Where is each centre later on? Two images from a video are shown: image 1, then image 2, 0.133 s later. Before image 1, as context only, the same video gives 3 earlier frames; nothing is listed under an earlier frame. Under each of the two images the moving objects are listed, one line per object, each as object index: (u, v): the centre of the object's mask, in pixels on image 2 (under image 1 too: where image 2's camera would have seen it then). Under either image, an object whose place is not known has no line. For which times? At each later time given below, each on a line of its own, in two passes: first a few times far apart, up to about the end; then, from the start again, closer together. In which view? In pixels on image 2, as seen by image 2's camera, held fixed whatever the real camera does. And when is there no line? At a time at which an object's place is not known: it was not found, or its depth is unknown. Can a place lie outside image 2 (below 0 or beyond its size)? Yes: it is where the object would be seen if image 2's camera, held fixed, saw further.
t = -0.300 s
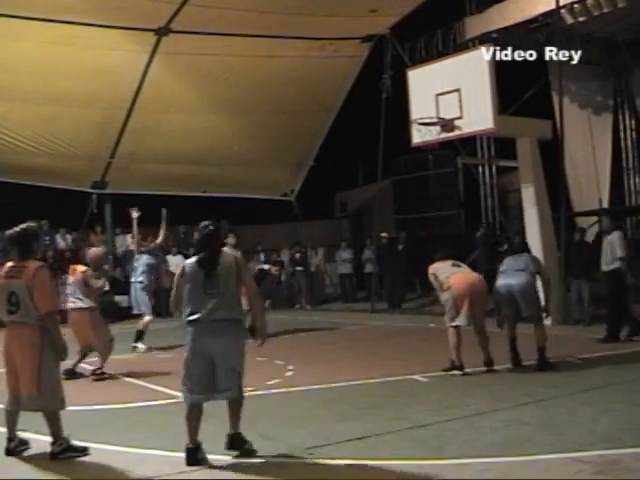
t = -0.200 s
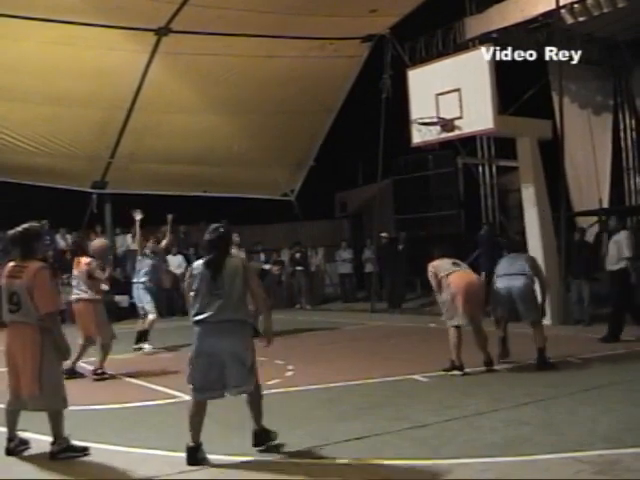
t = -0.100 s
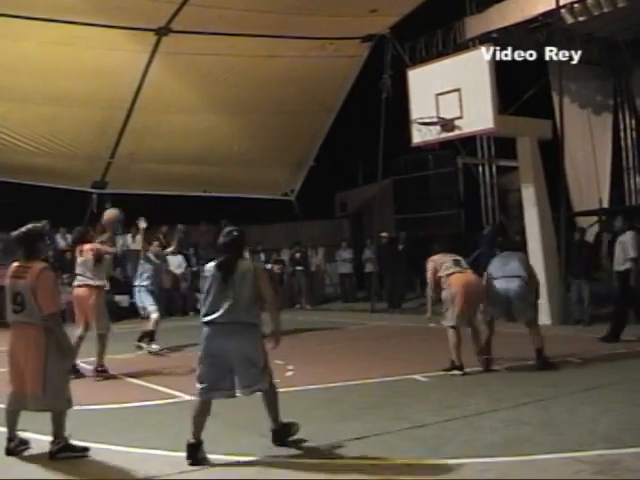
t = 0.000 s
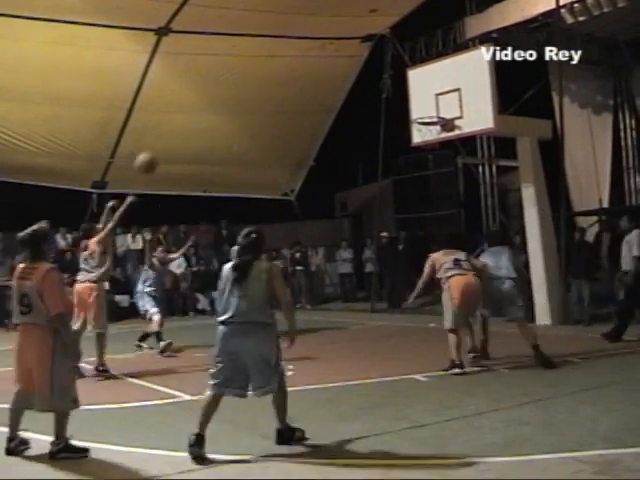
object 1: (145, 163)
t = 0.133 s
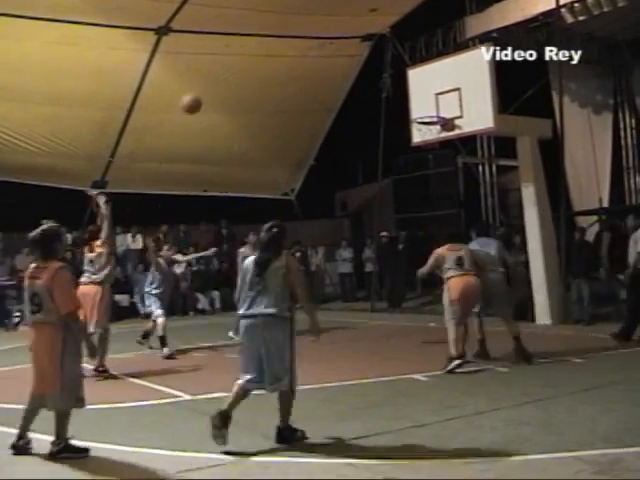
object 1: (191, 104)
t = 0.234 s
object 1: (222, 73)
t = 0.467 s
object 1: (289, 37)
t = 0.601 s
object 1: (325, 36)
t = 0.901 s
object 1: (396, 79)
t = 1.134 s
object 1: (441, 136)
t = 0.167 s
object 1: (202, 92)
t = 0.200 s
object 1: (212, 82)
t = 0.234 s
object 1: (222, 73)
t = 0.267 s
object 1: (232, 64)
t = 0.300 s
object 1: (242, 58)
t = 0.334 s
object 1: (252, 52)
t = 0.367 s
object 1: (262, 46)
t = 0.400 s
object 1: (271, 42)
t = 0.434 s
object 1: (280, 39)
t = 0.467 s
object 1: (289, 37)
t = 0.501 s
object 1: (298, 35)
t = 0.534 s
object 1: (307, 35)
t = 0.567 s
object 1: (316, 35)
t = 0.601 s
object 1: (325, 36)
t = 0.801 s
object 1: (374, 57)
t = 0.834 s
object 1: (383, 64)
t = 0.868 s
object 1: (390, 72)
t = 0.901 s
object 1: (396, 79)
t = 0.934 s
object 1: (405, 88)
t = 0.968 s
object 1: (414, 96)
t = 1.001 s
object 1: (421, 105)
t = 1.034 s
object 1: (428, 116)
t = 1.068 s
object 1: (436, 129)
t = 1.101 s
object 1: (441, 135)
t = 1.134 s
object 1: (441, 136)
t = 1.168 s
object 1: (440, 139)
